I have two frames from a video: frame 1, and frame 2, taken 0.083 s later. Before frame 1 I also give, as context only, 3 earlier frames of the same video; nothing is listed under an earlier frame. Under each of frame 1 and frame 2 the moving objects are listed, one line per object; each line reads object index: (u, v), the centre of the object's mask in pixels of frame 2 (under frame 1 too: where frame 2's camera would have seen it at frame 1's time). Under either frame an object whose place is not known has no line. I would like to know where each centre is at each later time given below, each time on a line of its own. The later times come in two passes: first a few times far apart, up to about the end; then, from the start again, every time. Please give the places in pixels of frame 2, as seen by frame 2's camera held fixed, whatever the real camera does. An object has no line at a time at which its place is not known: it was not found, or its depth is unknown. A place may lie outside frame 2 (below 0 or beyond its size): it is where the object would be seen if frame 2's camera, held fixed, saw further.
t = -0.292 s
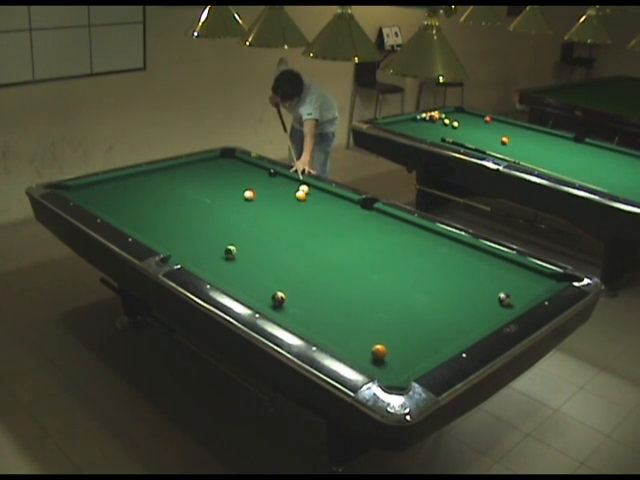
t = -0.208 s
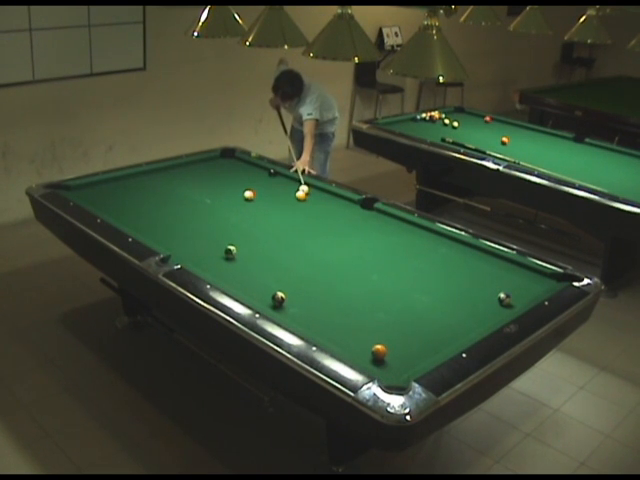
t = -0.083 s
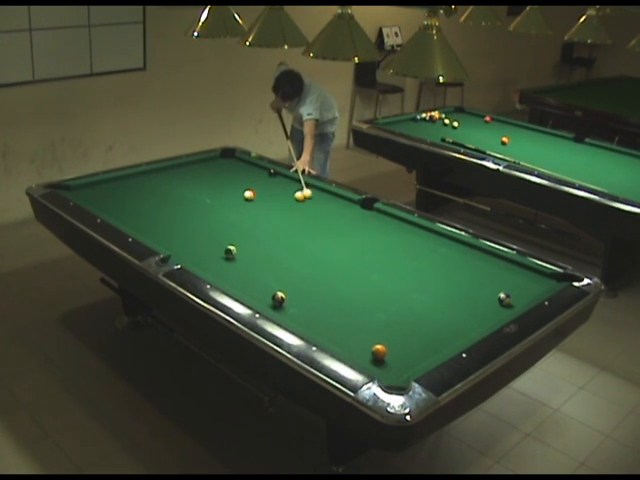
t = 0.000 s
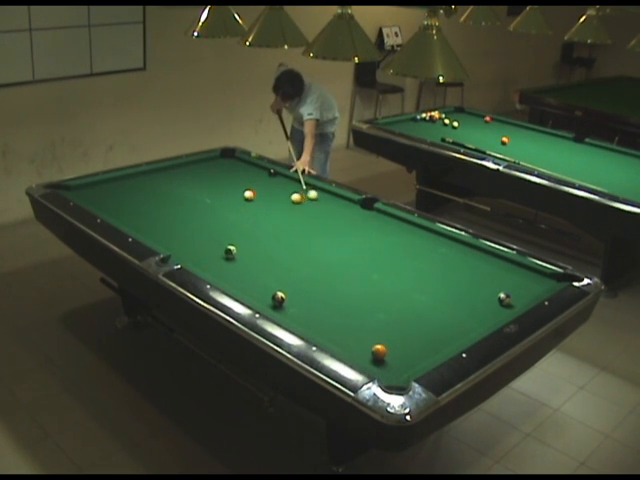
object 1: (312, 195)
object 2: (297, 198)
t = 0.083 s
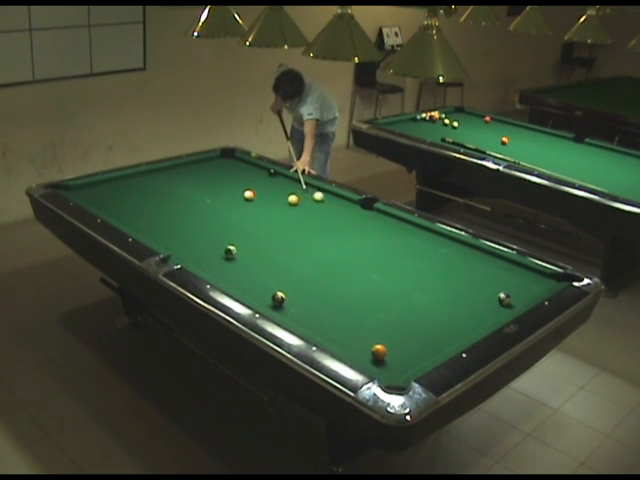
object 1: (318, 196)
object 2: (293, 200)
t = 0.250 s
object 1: (329, 199)
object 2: (286, 204)
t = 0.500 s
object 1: (346, 204)
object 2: (277, 209)
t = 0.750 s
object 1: (362, 208)
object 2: (267, 214)
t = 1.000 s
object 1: (377, 213)
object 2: (258, 219)
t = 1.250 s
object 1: (392, 217)
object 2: (249, 224)
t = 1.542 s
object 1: (403, 222)
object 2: (238, 230)
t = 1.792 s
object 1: (411, 225)
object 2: (229, 234)
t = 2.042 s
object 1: (419, 229)
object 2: (221, 238)
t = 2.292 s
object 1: (425, 233)
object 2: (212, 242)
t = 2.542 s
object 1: (432, 236)
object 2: (204, 245)
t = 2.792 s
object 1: (437, 239)
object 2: (197, 249)
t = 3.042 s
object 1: (442, 241)
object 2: (189, 251)
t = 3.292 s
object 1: (446, 244)
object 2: (183, 254)
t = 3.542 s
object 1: (449, 245)
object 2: (177, 256)
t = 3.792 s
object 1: (451, 246)
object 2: (171, 260)
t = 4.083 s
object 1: (453, 247)
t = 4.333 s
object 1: (454, 247)
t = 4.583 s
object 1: (454, 247)
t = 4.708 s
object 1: (454, 247)
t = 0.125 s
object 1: (321, 197)
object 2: (291, 201)
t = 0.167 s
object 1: (324, 198)
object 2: (290, 202)
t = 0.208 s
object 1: (327, 198)
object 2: (288, 203)
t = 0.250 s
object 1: (329, 199)
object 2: (286, 204)
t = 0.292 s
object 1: (332, 200)
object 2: (285, 204)
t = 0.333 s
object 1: (335, 201)
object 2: (283, 205)
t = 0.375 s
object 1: (338, 202)
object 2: (282, 206)
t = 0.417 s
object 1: (340, 202)
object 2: (280, 207)
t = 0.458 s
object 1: (343, 203)
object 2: (278, 208)
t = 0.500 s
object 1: (346, 204)
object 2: (277, 209)
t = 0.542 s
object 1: (348, 205)
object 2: (275, 210)
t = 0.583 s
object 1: (351, 205)
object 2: (274, 211)
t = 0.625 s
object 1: (354, 206)
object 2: (272, 211)
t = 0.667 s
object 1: (357, 207)
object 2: (270, 213)
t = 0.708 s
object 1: (359, 208)
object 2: (269, 213)
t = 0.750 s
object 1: (362, 208)
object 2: (267, 214)
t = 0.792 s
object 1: (364, 209)
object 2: (266, 215)
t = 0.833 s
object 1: (367, 210)
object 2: (264, 216)
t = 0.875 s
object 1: (370, 211)
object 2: (263, 216)
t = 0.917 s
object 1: (372, 211)
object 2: (261, 217)
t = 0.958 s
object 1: (375, 212)
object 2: (260, 218)
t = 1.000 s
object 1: (377, 213)
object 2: (258, 219)
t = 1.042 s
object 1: (380, 213)
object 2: (256, 220)
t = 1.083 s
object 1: (382, 214)
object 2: (255, 221)
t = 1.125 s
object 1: (385, 215)
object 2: (253, 222)
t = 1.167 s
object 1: (387, 215)
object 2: (252, 223)
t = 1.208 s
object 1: (390, 216)
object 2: (250, 223)
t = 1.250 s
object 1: (392, 217)
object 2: (249, 224)
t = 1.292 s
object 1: (394, 217)
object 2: (247, 225)
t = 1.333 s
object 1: (396, 218)
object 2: (246, 226)
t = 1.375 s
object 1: (397, 219)
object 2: (244, 226)
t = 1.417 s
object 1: (399, 219)
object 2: (242, 228)
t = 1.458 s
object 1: (400, 220)
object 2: (241, 228)
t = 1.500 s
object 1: (402, 221)
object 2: (240, 229)
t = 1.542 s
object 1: (403, 222)
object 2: (238, 230)
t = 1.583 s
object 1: (404, 222)
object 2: (237, 231)
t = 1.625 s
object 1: (406, 223)
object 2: (235, 232)
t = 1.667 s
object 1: (407, 224)
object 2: (233, 232)
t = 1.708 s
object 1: (408, 224)
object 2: (232, 233)
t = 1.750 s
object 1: (410, 225)
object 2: (231, 233)
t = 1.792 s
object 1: (411, 225)
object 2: (229, 234)
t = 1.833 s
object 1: (412, 226)
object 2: (228, 234)
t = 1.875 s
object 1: (414, 227)
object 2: (227, 235)
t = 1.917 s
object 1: (415, 227)
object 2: (225, 236)
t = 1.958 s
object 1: (416, 228)
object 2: (224, 236)
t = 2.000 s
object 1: (418, 229)
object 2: (222, 237)
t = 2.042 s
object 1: (419, 229)
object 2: (221, 238)
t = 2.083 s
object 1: (420, 230)
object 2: (219, 239)
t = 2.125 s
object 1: (421, 231)
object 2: (217, 240)
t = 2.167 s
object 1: (422, 231)
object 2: (216, 240)
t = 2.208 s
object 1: (423, 232)
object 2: (214, 241)
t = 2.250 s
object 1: (424, 232)
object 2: (213, 241)
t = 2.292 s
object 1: (425, 233)
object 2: (212, 242)
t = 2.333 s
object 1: (427, 233)
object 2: (210, 243)
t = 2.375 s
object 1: (428, 234)
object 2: (209, 243)
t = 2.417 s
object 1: (429, 234)
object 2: (208, 244)
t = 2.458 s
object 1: (430, 235)
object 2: (206, 244)
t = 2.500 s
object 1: (431, 235)
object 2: (205, 245)
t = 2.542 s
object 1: (432, 236)
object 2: (204, 245)
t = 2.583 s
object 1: (433, 236)
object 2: (202, 246)
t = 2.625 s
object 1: (433, 237)
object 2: (201, 246)
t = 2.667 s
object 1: (434, 237)
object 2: (200, 247)
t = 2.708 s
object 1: (435, 238)
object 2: (199, 248)
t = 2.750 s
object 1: (436, 238)
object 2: (198, 248)
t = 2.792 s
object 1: (437, 239)
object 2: (197, 249)
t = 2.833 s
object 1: (438, 239)
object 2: (196, 249)
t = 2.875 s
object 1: (439, 240)
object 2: (194, 250)
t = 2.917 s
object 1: (440, 240)
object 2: (193, 250)
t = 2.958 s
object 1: (440, 241)
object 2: (191, 251)
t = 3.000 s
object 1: (441, 241)
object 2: (190, 251)
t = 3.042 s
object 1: (442, 241)
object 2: (189, 251)
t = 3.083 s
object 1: (443, 242)
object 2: (188, 252)
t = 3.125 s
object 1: (444, 242)
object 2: (187, 253)
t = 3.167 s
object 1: (444, 242)
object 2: (186, 253)
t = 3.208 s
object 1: (445, 243)
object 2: (185, 254)
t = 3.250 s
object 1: (446, 243)
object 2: (184, 254)
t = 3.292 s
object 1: (446, 244)
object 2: (183, 254)
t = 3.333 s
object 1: (447, 244)
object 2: (182, 254)
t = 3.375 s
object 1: (448, 244)
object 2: (181, 255)
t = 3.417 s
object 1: (448, 244)
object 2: (180, 255)
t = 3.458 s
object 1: (449, 245)
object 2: (179, 255)
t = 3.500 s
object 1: (449, 245)
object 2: (178, 256)
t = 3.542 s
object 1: (449, 245)
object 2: (177, 256)
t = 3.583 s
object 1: (450, 245)
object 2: (176, 257)
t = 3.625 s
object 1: (450, 246)
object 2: (176, 257)
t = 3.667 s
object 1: (450, 246)
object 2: (174, 257)
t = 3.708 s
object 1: (451, 246)
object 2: (174, 258)
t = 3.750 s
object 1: (451, 246)
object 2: (173, 259)
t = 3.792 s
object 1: (451, 246)
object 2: (171, 260)
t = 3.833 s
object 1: (452, 246)
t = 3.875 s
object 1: (452, 246)
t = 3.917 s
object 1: (452, 247)
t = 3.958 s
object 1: (453, 247)
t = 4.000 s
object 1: (453, 247)
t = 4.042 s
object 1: (453, 247)
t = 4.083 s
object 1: (453, 247)
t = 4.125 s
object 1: (453, 247)
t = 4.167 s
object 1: (454, 247)
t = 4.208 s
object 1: (454, 247)
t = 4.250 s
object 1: (454, 247)
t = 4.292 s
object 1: (454, 247)
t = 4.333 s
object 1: (454, 247)
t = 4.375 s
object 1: (454, 247)
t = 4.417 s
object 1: (454, 247)
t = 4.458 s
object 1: (454, 247)
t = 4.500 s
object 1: (454, 247)
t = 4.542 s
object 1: (454, 247)
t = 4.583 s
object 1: (454, 247)
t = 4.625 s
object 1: (455, 247)
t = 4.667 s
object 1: (454, 247)
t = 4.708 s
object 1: (454, 247)
